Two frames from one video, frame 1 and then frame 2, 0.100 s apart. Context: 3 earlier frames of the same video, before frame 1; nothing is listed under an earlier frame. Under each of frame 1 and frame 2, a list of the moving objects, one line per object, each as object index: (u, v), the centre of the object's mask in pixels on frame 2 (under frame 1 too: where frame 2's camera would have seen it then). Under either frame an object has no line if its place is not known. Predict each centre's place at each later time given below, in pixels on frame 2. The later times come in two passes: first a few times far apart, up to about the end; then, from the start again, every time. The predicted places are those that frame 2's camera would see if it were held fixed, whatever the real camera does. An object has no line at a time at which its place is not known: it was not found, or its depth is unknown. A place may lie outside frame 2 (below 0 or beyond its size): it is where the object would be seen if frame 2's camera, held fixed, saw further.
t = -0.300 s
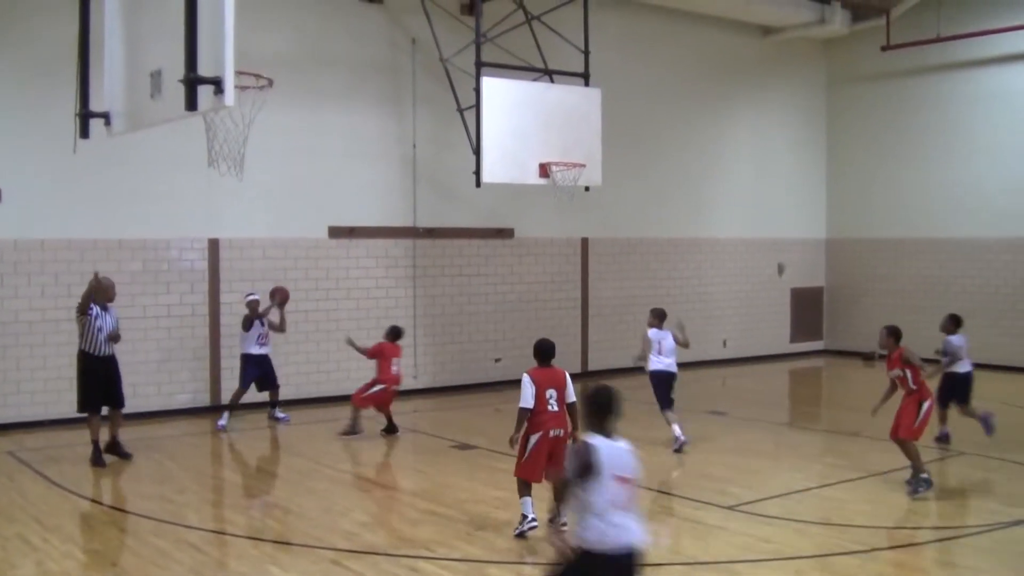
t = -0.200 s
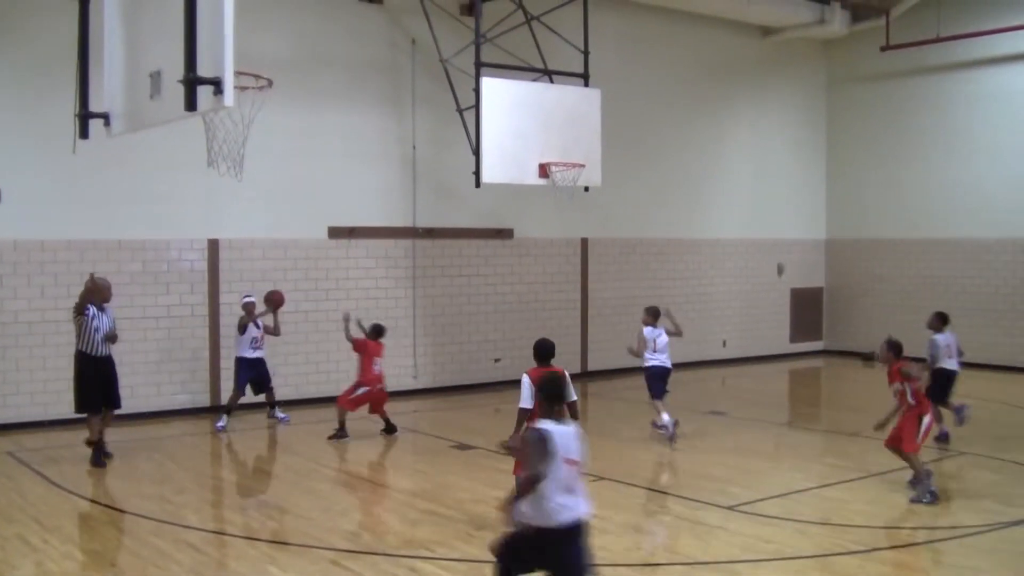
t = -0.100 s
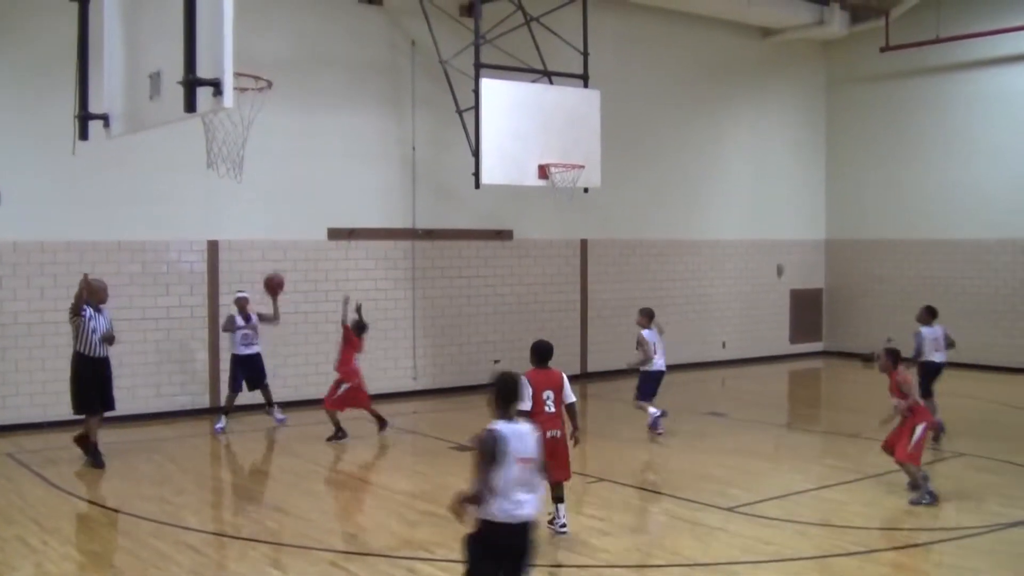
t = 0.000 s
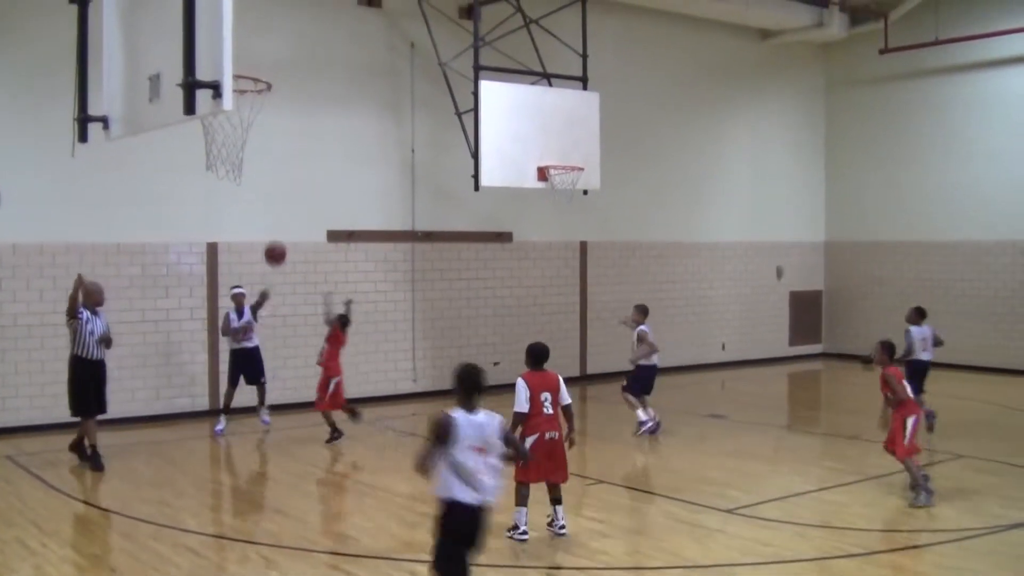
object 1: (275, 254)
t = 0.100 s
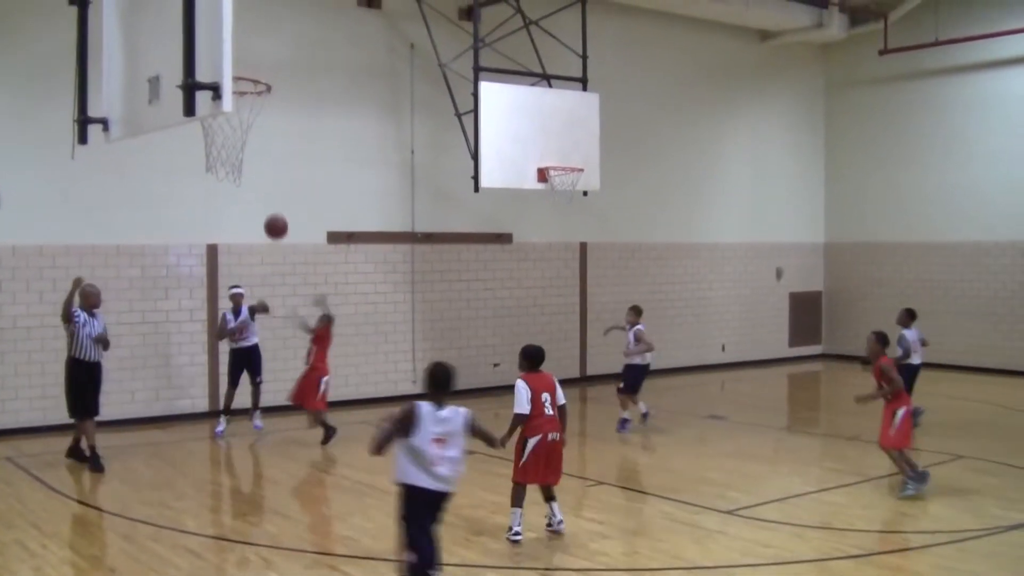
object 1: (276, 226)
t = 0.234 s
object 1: (277, 198)
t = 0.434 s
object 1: (279, 185)
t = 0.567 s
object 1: (279, 205)
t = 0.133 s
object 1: (276, 218)
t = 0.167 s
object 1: (276, 210)
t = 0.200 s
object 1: (277, 203)
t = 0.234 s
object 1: (277, 198)
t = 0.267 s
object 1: (278, 193)
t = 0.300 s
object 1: (278, 189)
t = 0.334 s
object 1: (278, 187)
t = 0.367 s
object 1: (279, 184)
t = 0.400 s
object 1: (279, 184)
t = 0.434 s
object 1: (279, 185)
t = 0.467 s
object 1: (279, 187)
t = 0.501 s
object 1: (280, 191)
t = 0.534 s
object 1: (280, 196)
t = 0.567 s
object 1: (279, 205)
